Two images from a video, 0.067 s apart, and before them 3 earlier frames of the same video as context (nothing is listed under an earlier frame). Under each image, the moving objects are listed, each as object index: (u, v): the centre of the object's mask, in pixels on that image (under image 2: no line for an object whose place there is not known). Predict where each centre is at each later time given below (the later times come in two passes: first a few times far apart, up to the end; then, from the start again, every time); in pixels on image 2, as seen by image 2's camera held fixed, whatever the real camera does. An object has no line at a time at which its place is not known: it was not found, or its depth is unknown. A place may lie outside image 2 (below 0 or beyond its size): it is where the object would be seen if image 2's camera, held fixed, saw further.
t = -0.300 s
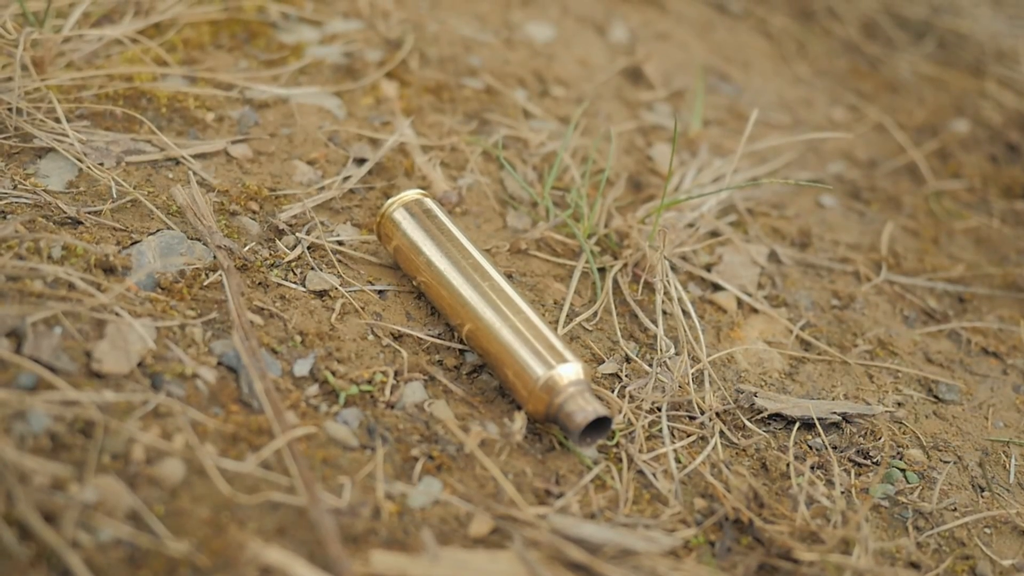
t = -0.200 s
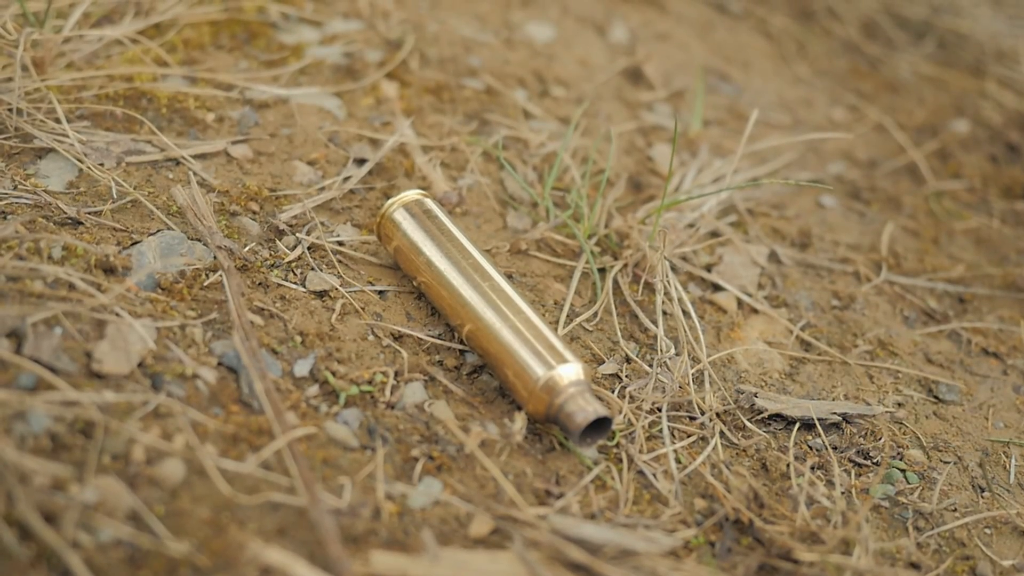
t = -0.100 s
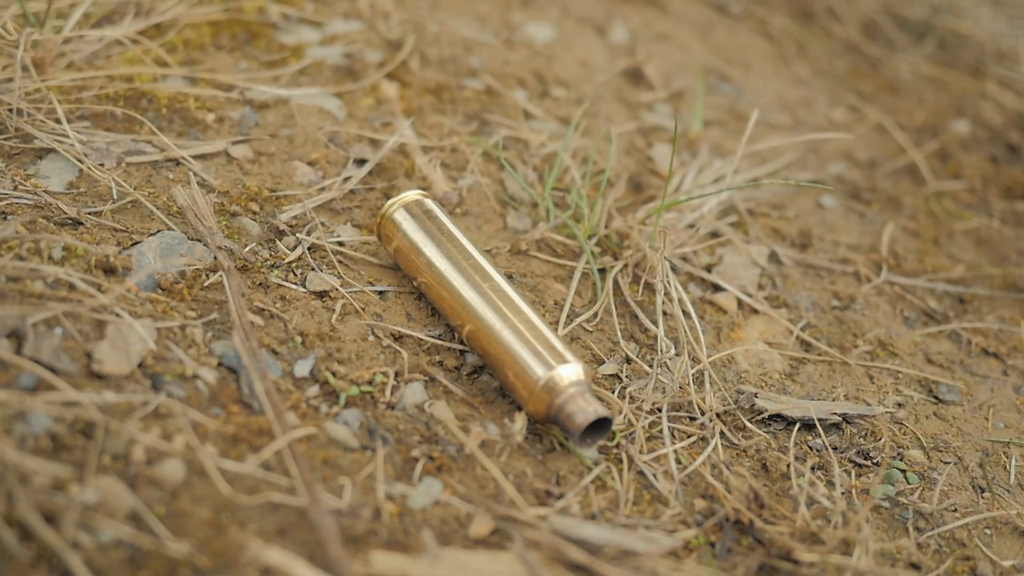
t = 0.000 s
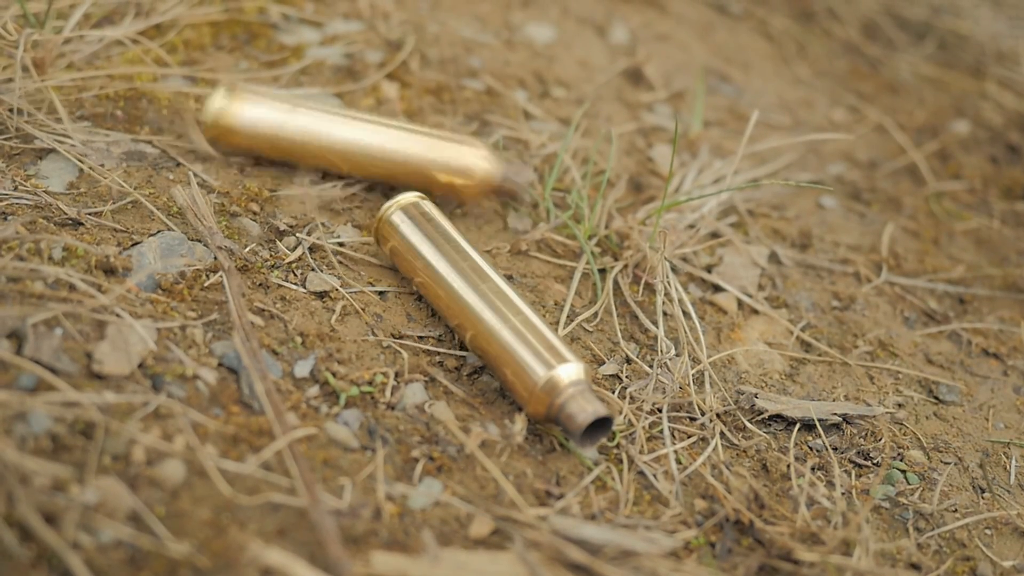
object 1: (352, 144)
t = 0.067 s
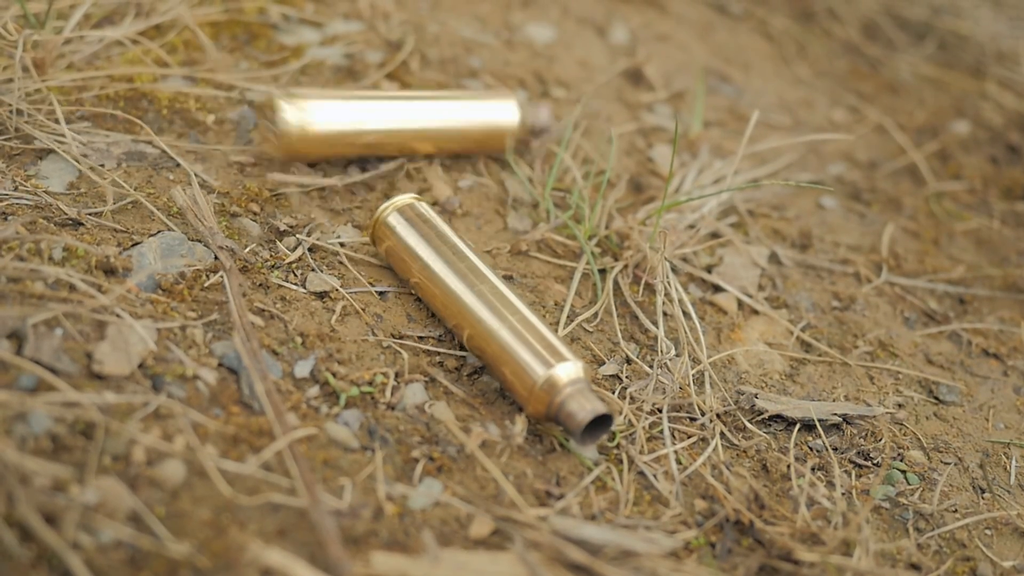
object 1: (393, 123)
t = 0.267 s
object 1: (415, 118)
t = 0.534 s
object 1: (435, 123)
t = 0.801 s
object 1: (428, 122)
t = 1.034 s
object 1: (428, 122)
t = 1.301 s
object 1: (428, 122)
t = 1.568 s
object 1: (428, 122)
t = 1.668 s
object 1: (428, 122)
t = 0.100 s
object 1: (405, 127)
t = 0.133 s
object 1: (414, 120)
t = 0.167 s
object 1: (407, 123)
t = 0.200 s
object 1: (406, 122)
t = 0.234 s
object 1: (410, 120)
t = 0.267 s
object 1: (415, 118)
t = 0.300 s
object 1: (418, 116)
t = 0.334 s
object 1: (422, 119)
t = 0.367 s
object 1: (428, 122)
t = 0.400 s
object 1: (433, 123)
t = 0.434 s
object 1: (438, 124)
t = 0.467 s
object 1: (439, 124)
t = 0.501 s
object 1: (438, 124)
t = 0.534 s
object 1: (435, 123)
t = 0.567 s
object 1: (431, 122)
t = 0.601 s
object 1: (428, 122)
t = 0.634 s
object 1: (426, 122)
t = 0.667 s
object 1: (426, 122)
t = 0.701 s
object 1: (427, 122)
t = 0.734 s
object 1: (428, 122)
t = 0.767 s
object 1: (428, 122)
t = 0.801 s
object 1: (428, 122)
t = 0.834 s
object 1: (428, 122)
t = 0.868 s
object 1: (428, 122)
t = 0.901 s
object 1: (428, 122)
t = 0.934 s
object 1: (428, 122)
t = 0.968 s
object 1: (428, 122)
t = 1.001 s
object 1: (428, 122)
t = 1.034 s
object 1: (428, 122)
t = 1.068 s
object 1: (428, 122)
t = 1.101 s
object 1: (428, 122)
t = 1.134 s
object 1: (428, 122)
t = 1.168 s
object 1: (428, 122)
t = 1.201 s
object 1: (428, 122)
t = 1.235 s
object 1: (428, 122)
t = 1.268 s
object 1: (428, 122)
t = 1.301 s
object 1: (428, 122)
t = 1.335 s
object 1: (428, 122)
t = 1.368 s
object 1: (428, 122)
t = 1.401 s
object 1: (428, 122)
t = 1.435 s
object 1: (428, 122)
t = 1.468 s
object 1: (428, 122)
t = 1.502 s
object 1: (428, 122)
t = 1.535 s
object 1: (428, 122)
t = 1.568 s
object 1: (428, 122)
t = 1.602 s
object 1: (428, 122)
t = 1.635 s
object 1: (428, 122)
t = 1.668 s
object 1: (428, 122)
